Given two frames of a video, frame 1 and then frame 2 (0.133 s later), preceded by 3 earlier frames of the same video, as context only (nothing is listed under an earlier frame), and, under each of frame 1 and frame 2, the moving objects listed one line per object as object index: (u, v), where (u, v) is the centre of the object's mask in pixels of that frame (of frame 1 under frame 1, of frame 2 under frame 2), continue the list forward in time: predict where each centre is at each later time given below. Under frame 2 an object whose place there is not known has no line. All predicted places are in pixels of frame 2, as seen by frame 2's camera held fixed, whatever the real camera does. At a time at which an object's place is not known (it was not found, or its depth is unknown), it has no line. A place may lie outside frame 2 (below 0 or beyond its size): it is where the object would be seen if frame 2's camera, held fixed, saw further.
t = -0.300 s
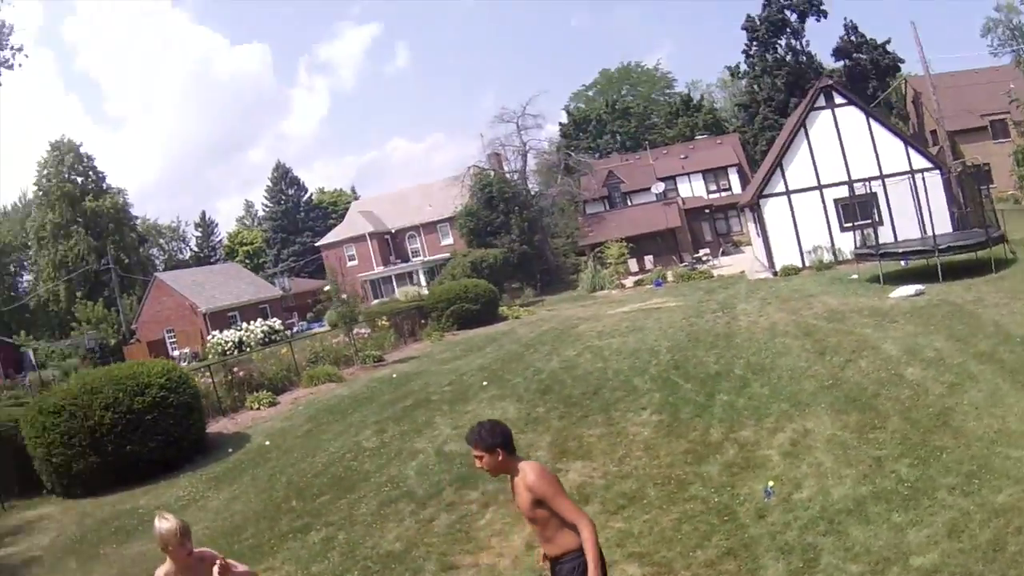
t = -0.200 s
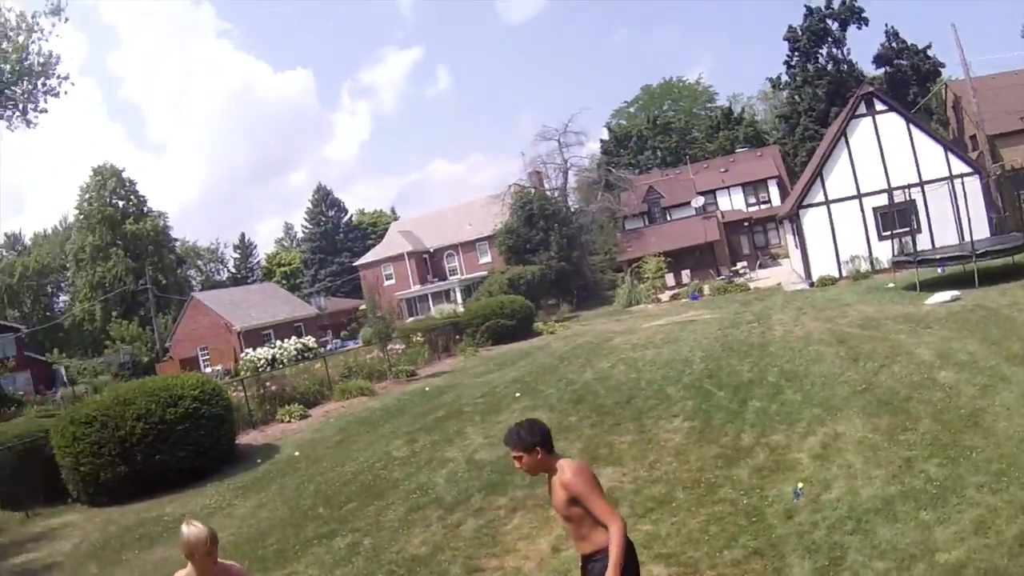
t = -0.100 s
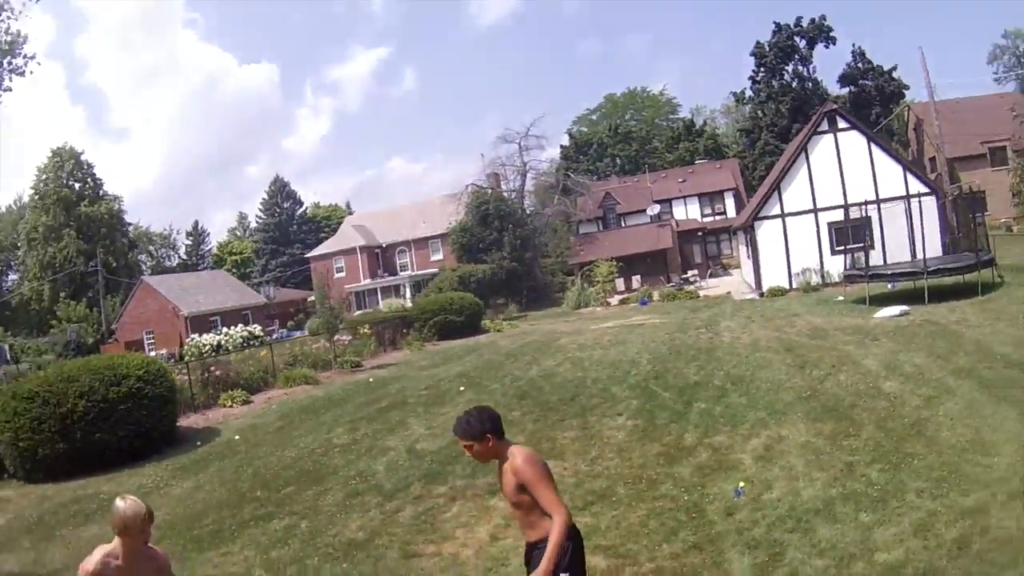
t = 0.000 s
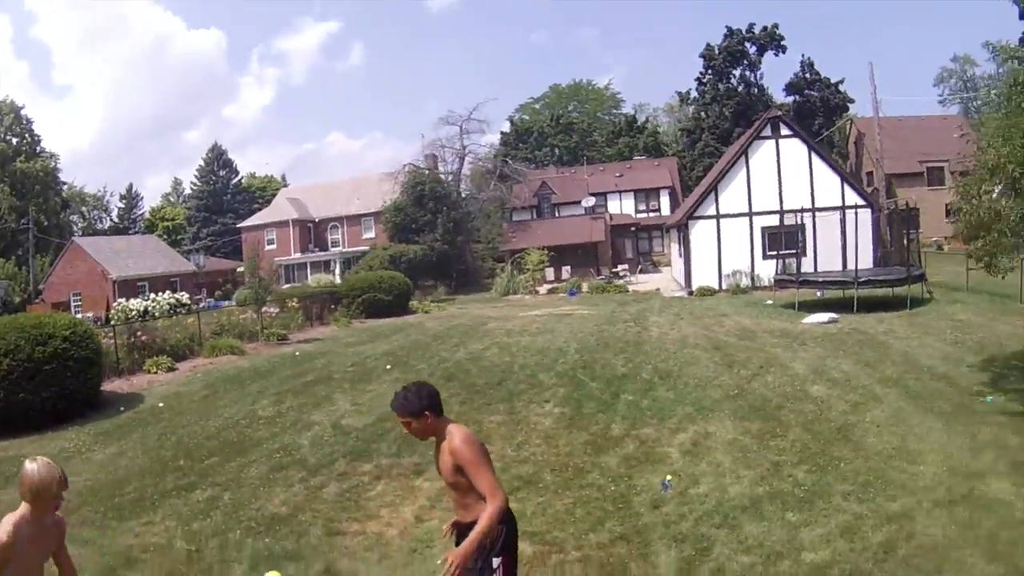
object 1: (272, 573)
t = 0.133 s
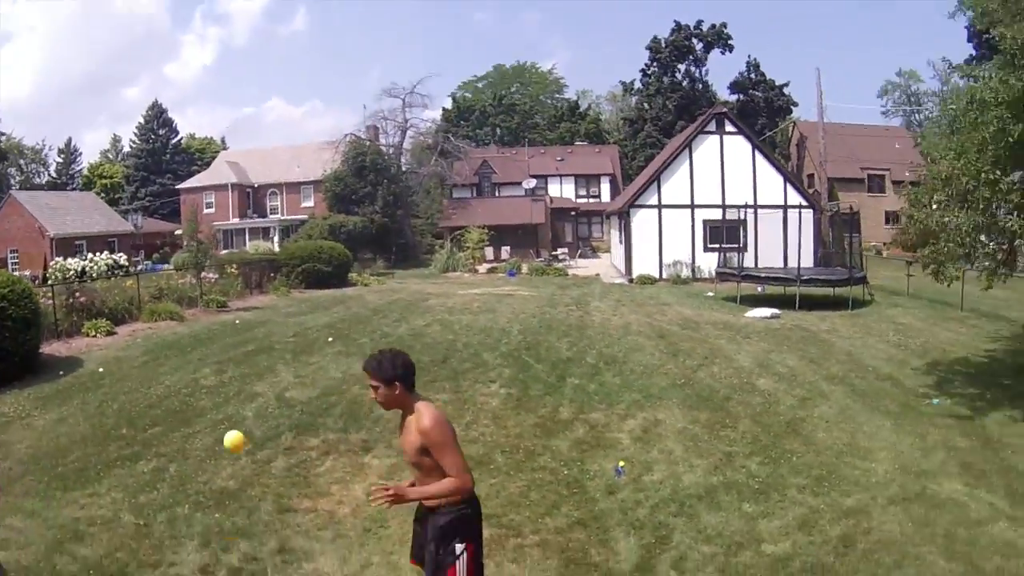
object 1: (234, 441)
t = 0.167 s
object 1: (238, 416)
